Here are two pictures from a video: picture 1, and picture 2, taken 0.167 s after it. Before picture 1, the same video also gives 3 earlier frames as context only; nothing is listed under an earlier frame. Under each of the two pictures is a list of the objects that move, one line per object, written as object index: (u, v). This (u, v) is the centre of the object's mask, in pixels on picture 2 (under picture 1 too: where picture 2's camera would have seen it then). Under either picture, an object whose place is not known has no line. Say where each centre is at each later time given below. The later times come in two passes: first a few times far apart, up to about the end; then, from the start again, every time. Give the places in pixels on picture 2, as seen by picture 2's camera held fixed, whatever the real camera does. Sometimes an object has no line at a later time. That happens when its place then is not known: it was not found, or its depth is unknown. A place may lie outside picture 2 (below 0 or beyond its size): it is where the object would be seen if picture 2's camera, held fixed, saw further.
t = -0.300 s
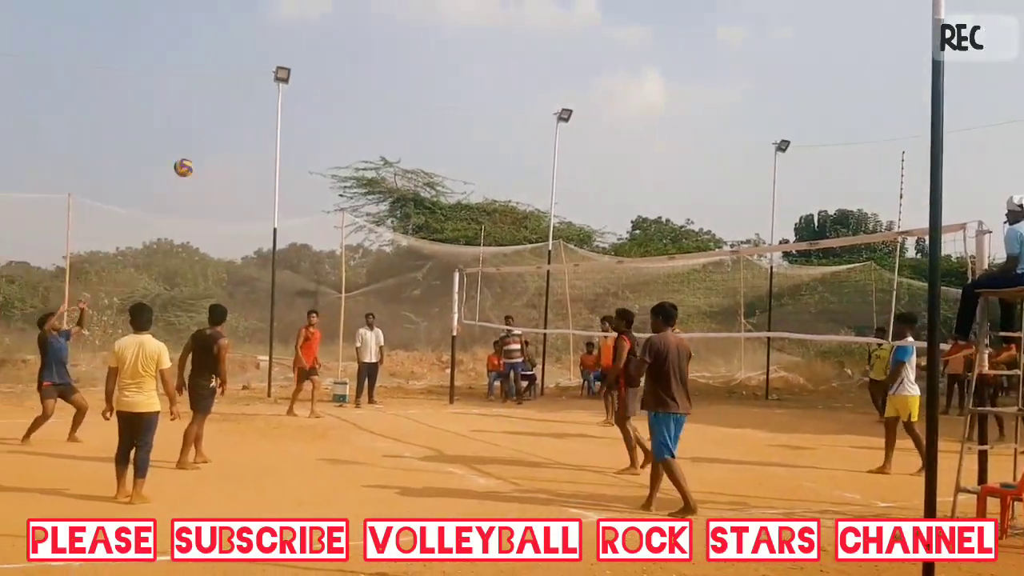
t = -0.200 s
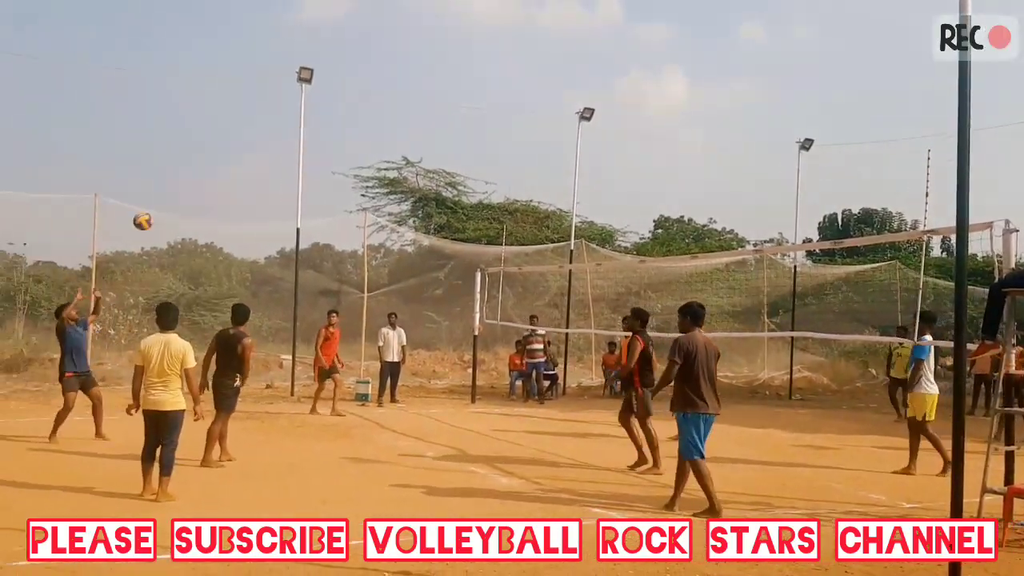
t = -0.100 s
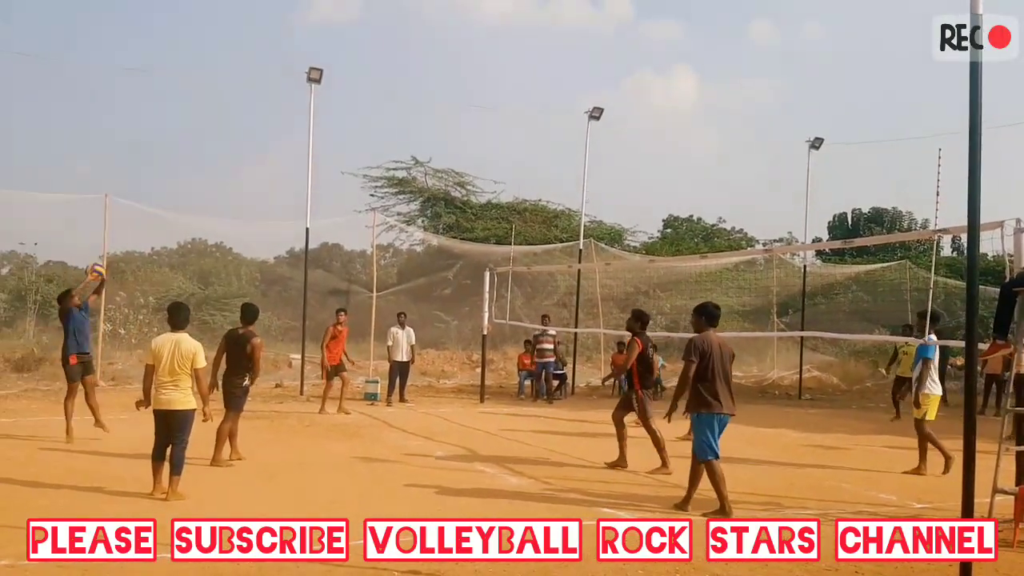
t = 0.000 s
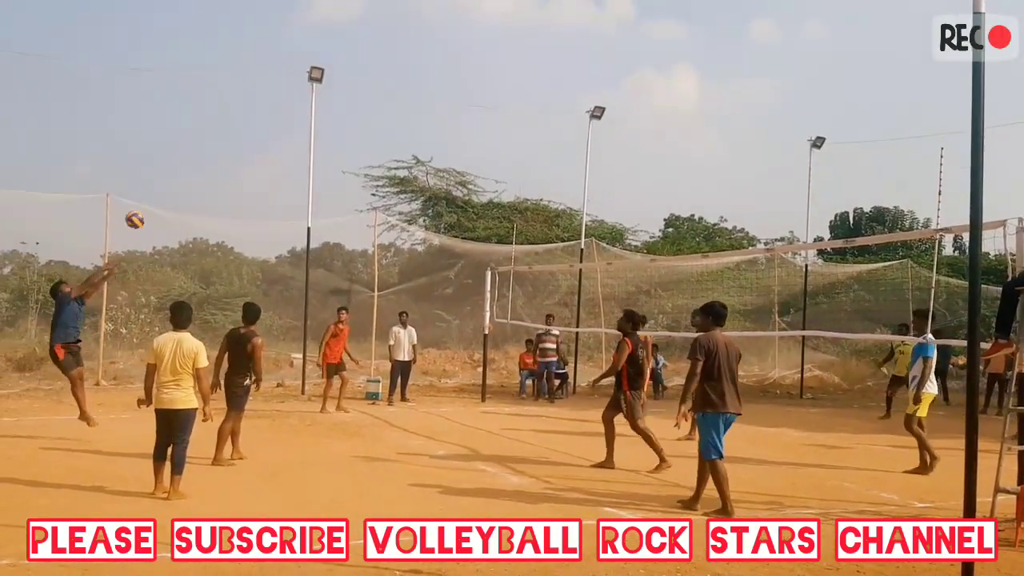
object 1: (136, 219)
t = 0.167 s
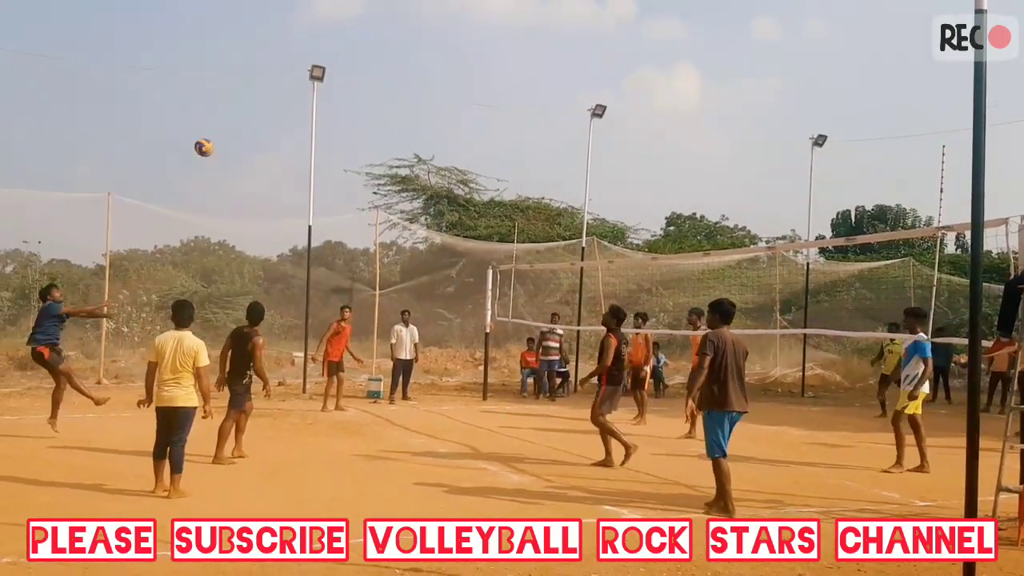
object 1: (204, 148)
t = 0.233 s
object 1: (231, 126)
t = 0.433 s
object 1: (309, 81)
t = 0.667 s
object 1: (398, 72)
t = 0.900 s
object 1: (483, 109)
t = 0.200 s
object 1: (217, 136)
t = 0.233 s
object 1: (231, 126)
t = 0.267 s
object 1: (245, 116)
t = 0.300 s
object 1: (257, 107)
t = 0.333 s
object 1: (270, 100)
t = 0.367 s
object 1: (283, 93)
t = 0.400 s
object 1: (296, 87)
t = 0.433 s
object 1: (309, 81)
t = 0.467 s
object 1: (322, 77)
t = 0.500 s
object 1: (335, 74)
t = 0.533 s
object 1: (348, 72)
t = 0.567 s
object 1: (360, 70)
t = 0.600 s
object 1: (373, 69)
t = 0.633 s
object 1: (385, 70)
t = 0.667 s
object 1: (398, 72)
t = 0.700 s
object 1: (410, 74)
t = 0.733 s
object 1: (423, 78)
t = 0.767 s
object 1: (434, 82)
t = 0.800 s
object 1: (447, 88)
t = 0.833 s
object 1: (459, 94)
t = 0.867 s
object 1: (471, 101)
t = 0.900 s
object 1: (483, 109)
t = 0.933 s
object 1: (494, 118)
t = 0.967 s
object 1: (506, 128)
